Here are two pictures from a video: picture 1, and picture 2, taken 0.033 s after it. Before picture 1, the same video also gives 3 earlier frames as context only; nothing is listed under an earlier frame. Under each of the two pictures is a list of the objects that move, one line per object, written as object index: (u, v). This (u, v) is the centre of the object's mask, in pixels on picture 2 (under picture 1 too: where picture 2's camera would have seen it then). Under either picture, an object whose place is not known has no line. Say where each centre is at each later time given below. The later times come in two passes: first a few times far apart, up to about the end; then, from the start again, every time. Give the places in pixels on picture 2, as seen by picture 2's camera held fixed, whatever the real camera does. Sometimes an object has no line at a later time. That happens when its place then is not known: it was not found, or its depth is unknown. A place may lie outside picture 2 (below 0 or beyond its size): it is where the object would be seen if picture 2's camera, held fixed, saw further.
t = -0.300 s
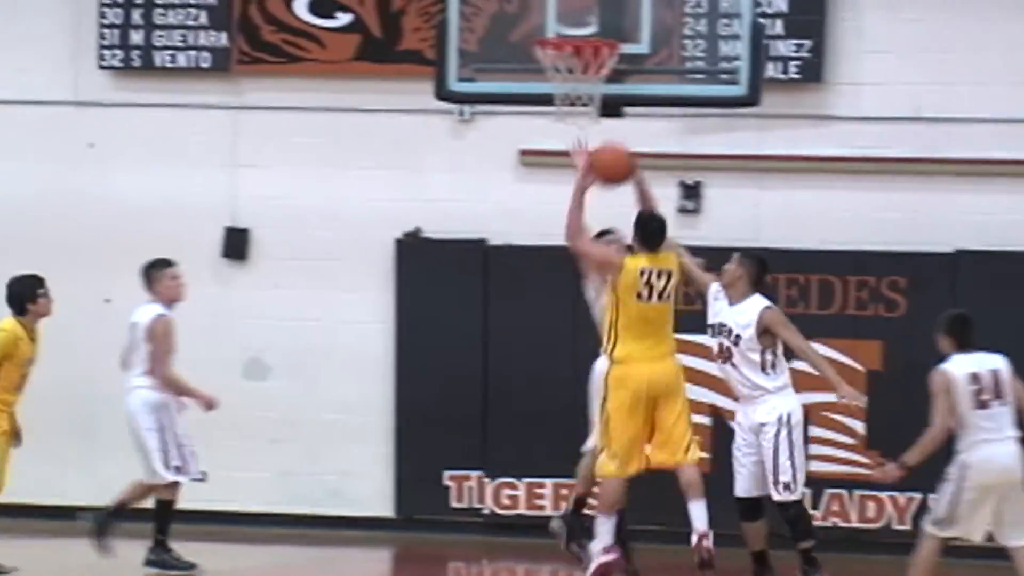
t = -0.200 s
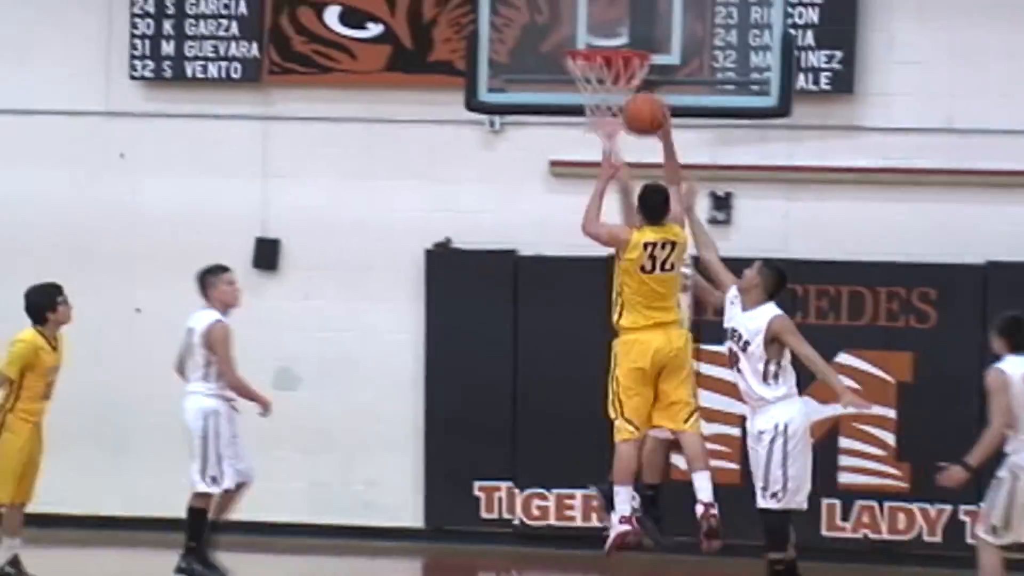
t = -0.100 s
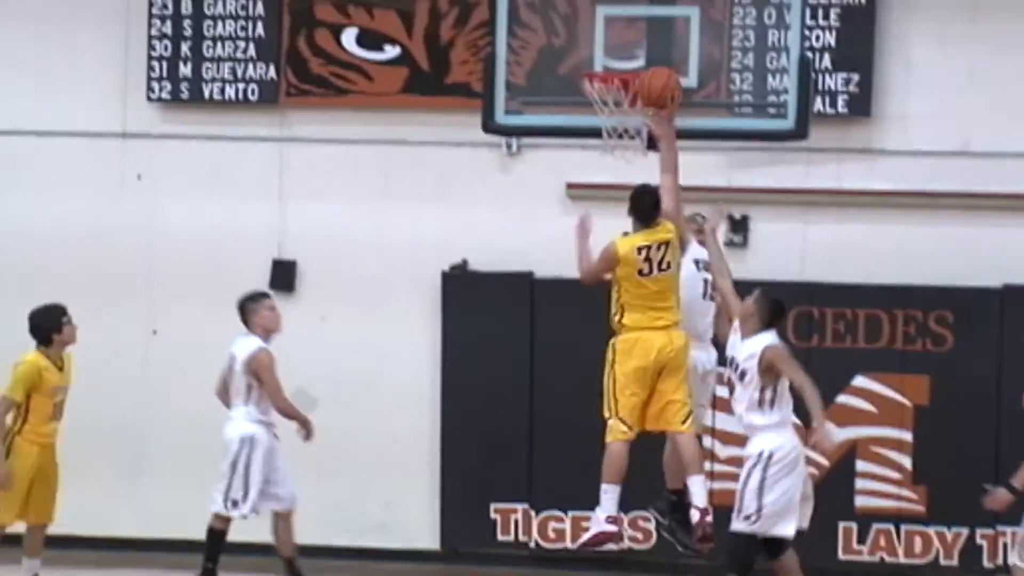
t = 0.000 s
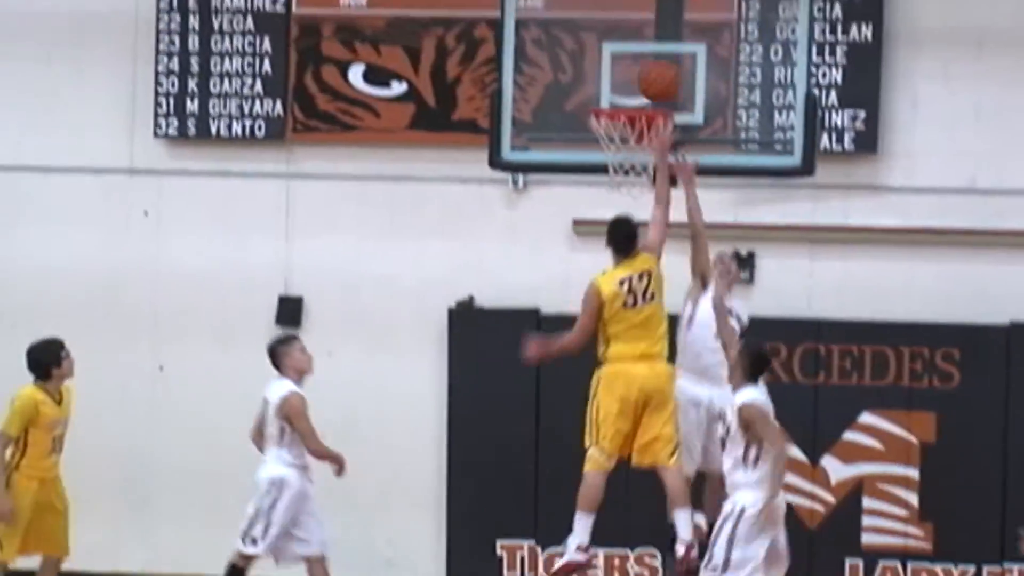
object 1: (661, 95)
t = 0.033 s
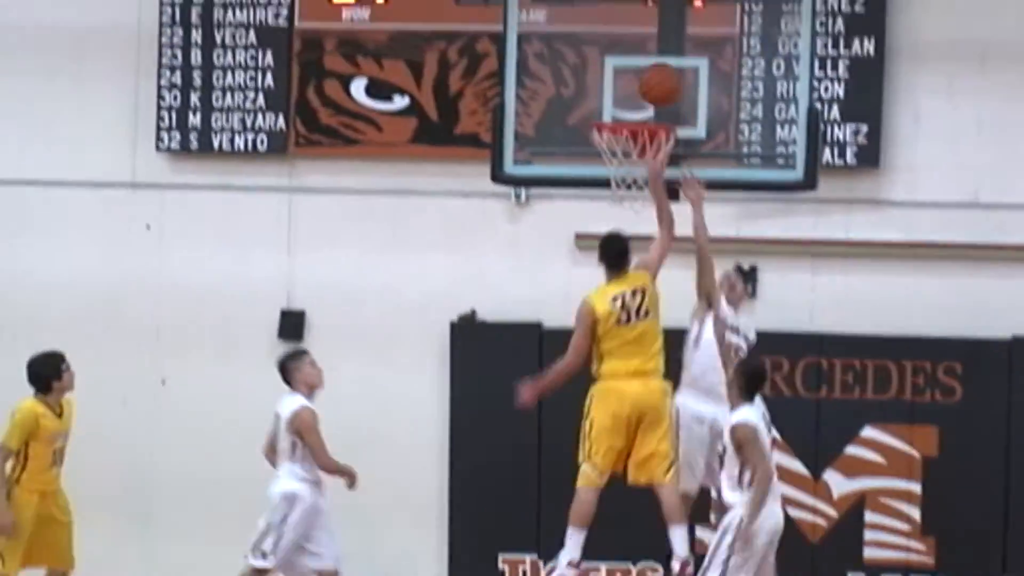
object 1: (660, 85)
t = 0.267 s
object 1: (642, 65)
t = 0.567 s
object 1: (613, 182)
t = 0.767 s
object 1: (623, 254)
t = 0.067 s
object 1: (657, 76)
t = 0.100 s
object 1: (655, 69)
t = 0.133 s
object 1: (653, 64)
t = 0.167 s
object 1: (650, 62)
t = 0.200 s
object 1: (648, 61)
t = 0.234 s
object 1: (645, 62)
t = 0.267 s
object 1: (642, 65)
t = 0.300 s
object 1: (640, 71)
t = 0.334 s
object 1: (637, 79)
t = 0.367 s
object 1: (635, 87)
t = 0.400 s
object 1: (632, 96)
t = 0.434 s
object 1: (629, 109)
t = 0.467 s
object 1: (627, 119)
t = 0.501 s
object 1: (628, 141)
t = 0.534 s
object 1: (624, 159)
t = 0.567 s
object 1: (613, 182)
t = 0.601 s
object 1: (618, 192)
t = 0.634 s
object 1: (620, 195)
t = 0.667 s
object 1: (621, 206)
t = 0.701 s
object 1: (622, 220)
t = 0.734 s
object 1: (622, 236)
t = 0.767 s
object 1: (623, 254)
